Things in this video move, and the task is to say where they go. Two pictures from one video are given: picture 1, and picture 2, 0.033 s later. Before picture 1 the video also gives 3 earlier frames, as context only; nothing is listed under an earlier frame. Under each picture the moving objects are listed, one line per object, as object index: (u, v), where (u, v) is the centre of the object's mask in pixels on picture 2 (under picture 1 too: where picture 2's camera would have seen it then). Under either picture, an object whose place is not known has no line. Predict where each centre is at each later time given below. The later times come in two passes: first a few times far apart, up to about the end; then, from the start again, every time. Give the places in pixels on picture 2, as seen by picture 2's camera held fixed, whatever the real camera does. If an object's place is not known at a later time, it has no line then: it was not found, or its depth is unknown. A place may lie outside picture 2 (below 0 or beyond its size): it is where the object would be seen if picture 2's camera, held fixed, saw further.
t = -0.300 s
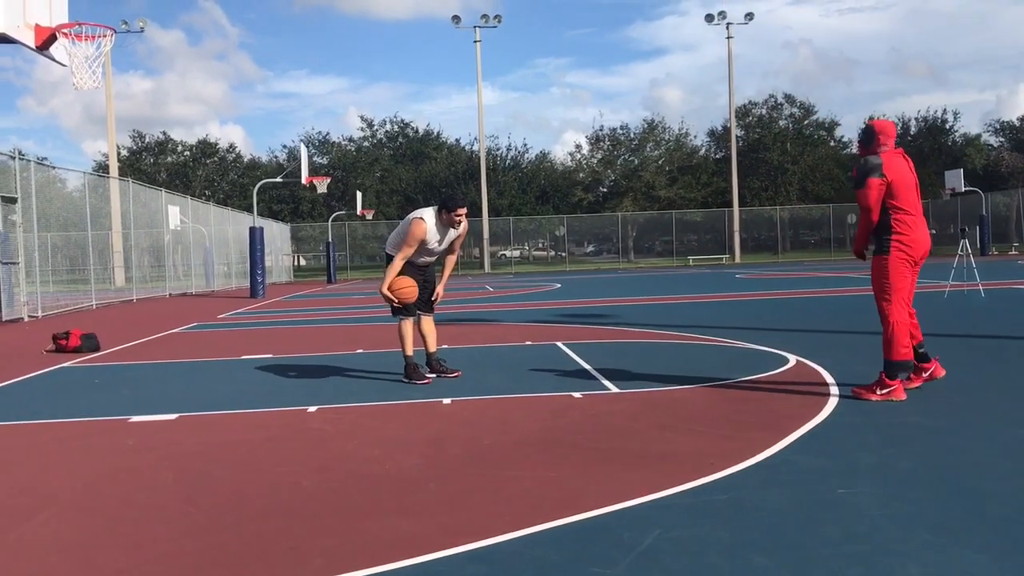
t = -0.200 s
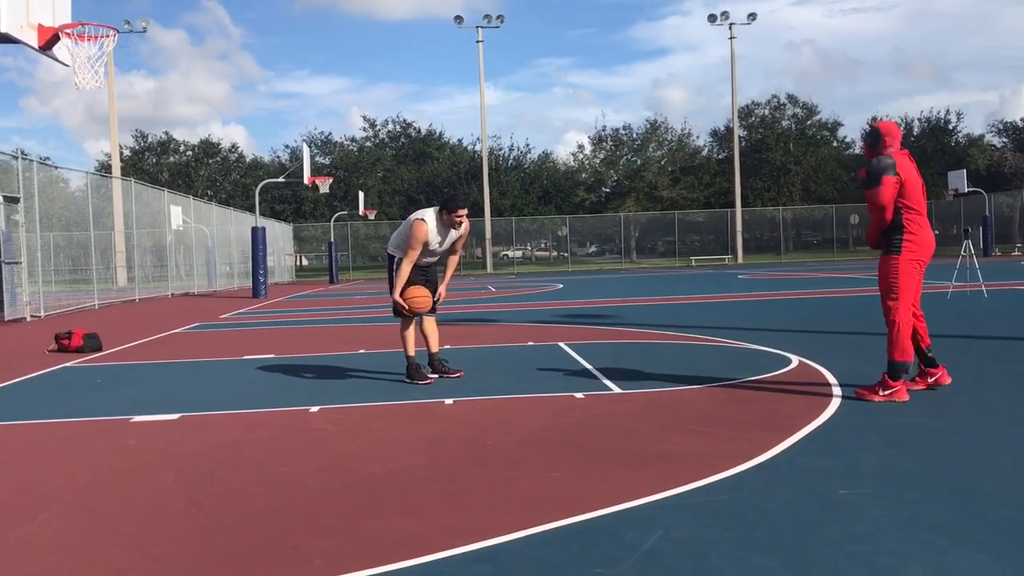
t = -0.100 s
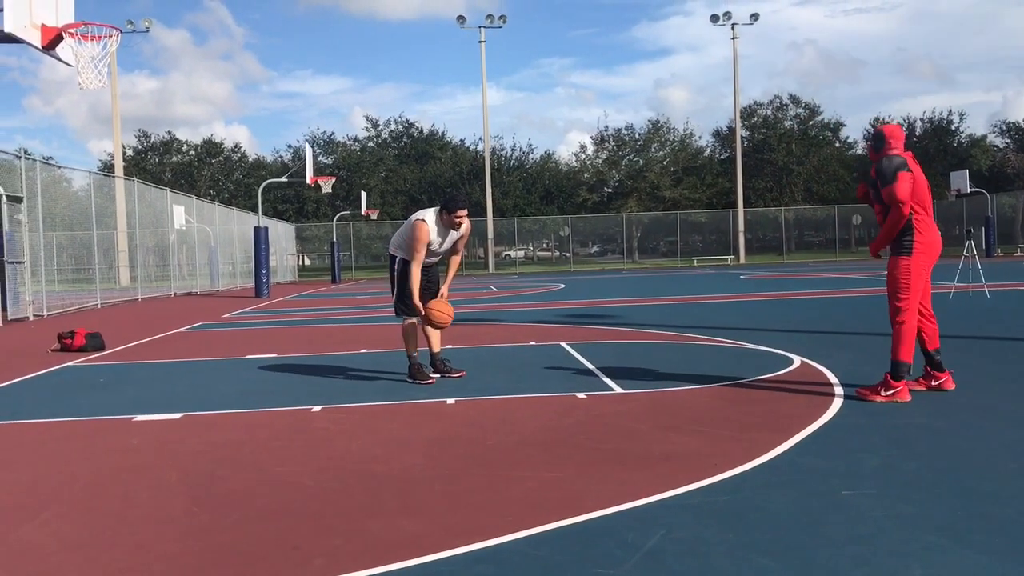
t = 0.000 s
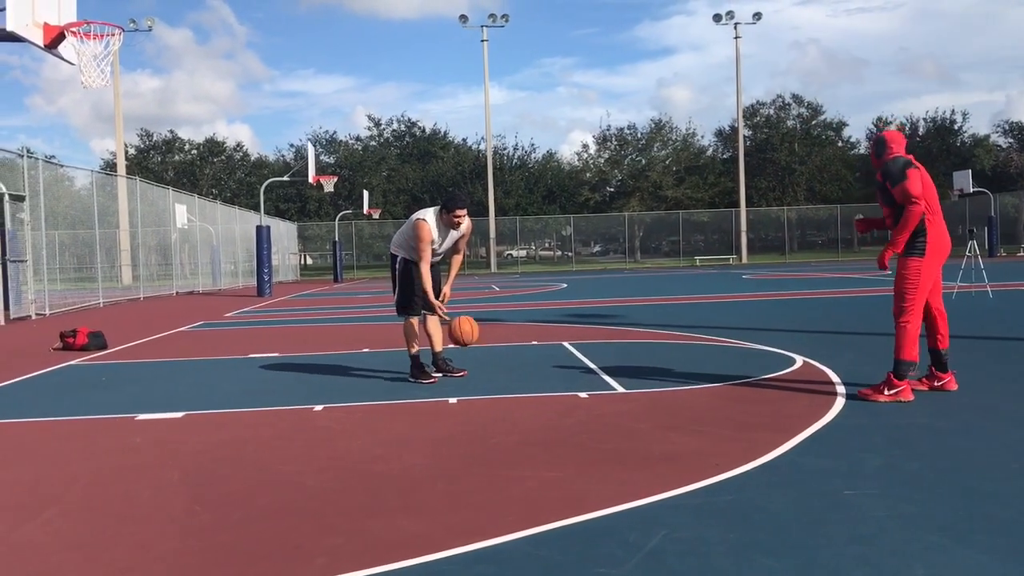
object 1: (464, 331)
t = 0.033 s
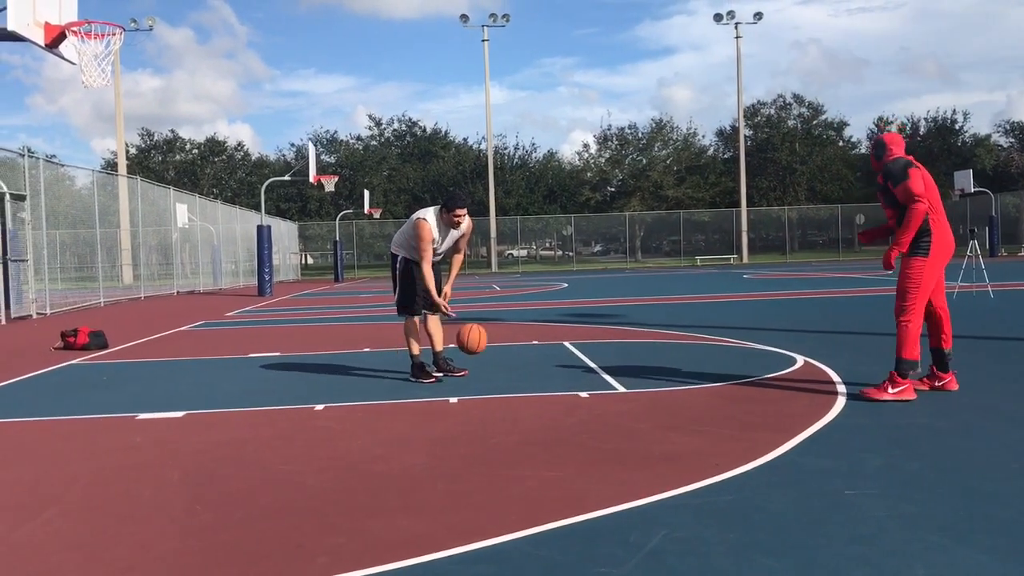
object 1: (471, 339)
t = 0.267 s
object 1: (521, 339)
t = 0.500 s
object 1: (571, 336)
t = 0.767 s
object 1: (632, 352)
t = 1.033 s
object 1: (698, 362)
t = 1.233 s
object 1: (749, 356)
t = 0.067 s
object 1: (479, 348)
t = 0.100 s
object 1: (488, 360)
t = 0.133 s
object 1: (496, 371)
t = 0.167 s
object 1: (502, 362)
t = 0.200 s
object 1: (508, 353)
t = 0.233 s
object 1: (515, 345)
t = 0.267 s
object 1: (521, 339)
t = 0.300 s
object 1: (528, 335)
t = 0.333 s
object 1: (535, 331)
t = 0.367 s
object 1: (542, 329)
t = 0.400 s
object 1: (549, 329)
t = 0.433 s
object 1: (556, 330)
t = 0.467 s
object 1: (564, 332)
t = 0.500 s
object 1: (571, 336)
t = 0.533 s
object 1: (579, 342)
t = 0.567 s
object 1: (587, 348)
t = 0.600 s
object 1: (594, 356)
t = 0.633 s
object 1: (602, 366)
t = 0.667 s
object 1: (609, 372)
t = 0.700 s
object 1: (617, 363)
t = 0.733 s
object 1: (625, 357)
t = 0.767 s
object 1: (632, 352)
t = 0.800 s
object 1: (640, 347)
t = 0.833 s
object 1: (648, 345)
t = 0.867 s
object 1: (656, 345)
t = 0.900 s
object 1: (664, 345)
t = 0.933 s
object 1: (673, 347)
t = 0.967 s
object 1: (681, 350)
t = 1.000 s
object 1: (690, 356)
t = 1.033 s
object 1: (698, 362)
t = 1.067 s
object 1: (707, 371)
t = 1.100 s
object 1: (715, 373)
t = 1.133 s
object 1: (724, 366)
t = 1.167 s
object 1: (732, 361)
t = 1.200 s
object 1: (740, 358)
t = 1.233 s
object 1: (749, 356)
